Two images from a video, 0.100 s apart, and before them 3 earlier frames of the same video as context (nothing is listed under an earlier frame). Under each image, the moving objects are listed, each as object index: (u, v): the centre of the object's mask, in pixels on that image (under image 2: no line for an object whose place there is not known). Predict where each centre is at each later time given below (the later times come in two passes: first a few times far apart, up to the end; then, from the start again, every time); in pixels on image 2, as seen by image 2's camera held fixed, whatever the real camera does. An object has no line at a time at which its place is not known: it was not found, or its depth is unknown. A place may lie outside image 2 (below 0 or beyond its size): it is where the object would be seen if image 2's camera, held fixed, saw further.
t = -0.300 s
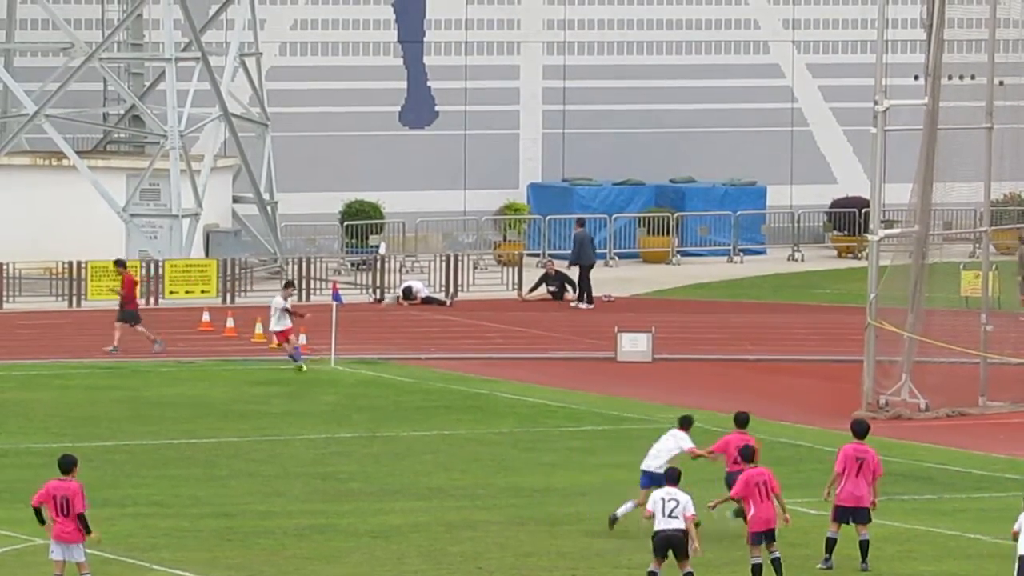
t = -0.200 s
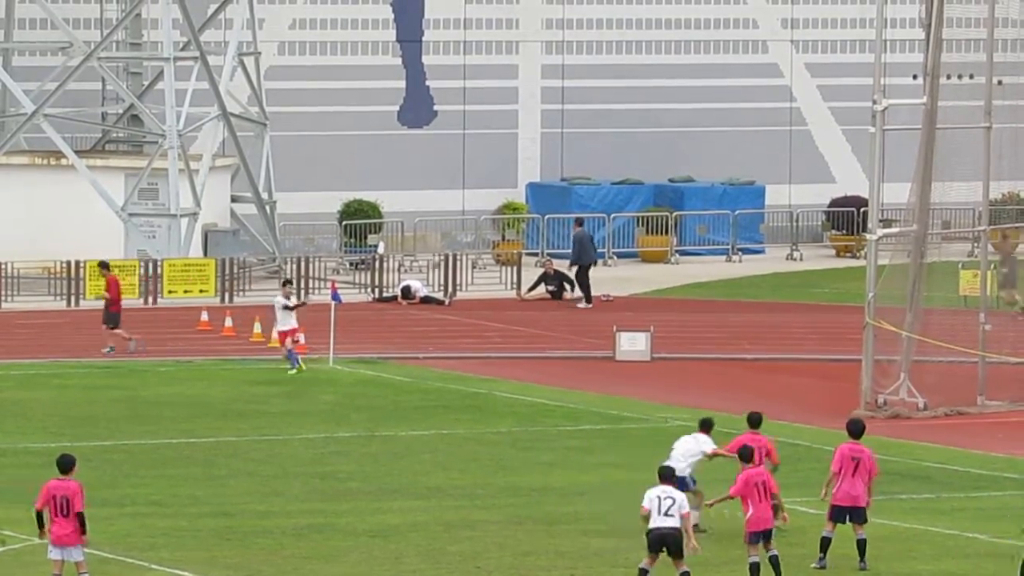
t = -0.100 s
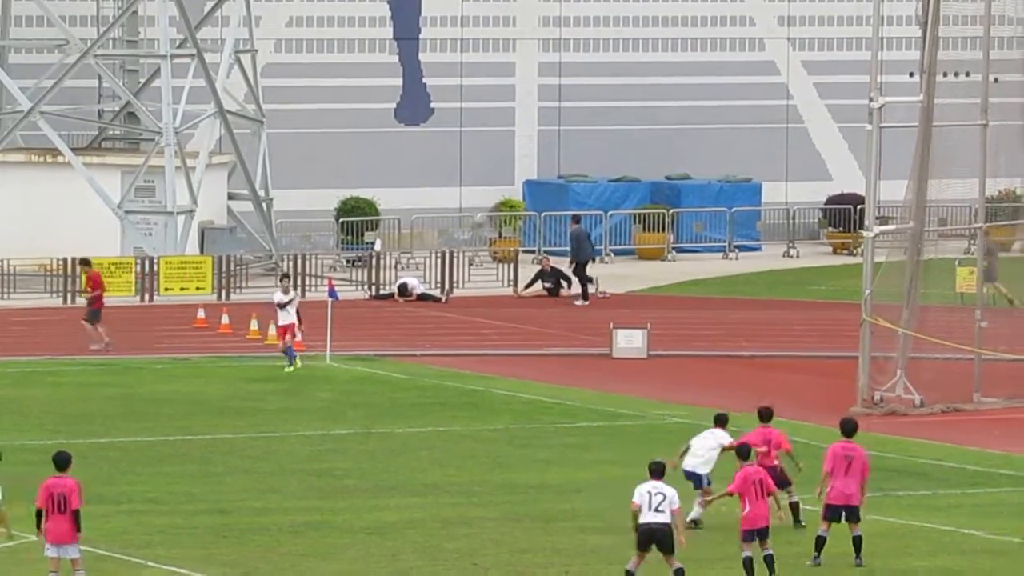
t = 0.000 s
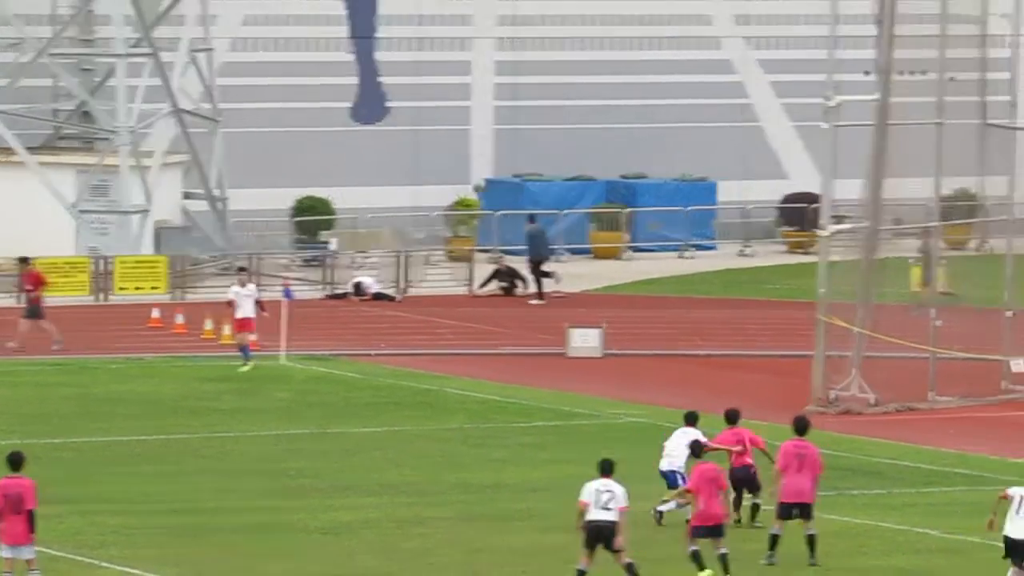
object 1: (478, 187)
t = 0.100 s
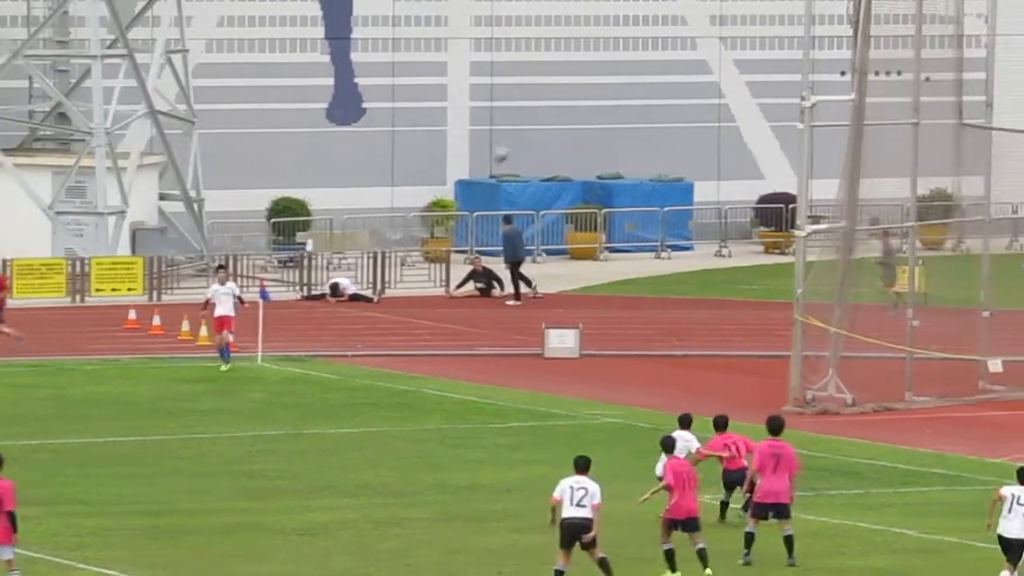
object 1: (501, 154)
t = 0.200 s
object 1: (543, 127)
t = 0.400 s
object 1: (632, 84)
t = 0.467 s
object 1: (656, 71)
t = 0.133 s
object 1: (514, 145)
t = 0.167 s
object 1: (529, 135)
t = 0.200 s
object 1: (543, 127)
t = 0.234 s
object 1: (559, 118)
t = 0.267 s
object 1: (573, 111)
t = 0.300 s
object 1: (588, 103)
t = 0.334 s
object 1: (602, 95)
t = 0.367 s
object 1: (617, 88)
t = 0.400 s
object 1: (632, 84)
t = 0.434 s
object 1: (644, 77)
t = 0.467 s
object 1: (656, 71)
